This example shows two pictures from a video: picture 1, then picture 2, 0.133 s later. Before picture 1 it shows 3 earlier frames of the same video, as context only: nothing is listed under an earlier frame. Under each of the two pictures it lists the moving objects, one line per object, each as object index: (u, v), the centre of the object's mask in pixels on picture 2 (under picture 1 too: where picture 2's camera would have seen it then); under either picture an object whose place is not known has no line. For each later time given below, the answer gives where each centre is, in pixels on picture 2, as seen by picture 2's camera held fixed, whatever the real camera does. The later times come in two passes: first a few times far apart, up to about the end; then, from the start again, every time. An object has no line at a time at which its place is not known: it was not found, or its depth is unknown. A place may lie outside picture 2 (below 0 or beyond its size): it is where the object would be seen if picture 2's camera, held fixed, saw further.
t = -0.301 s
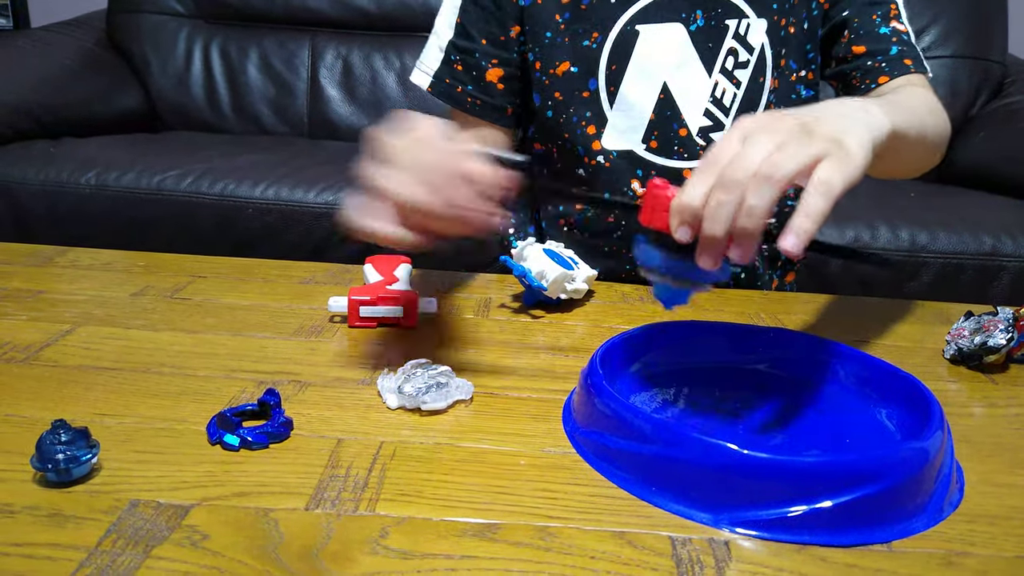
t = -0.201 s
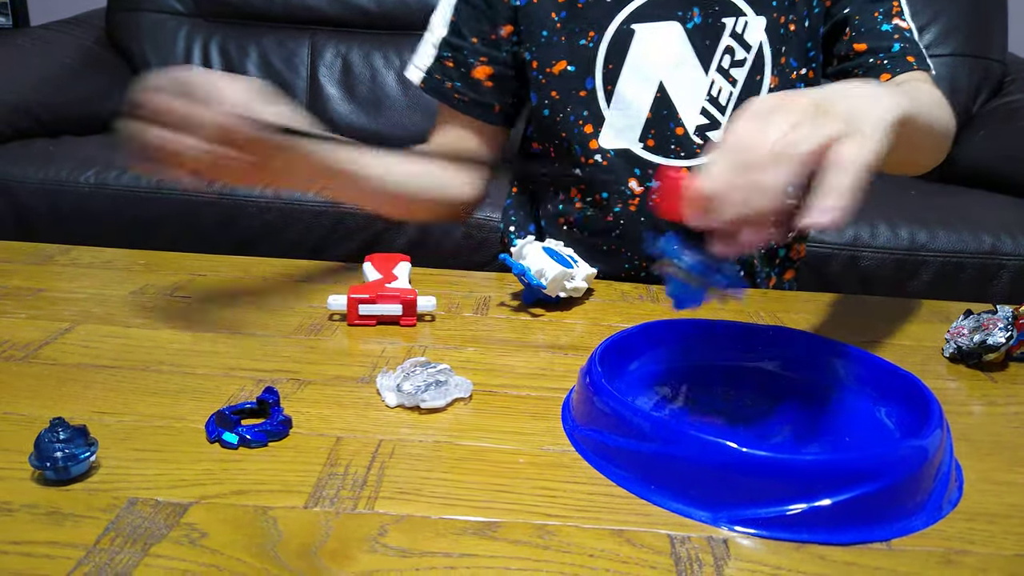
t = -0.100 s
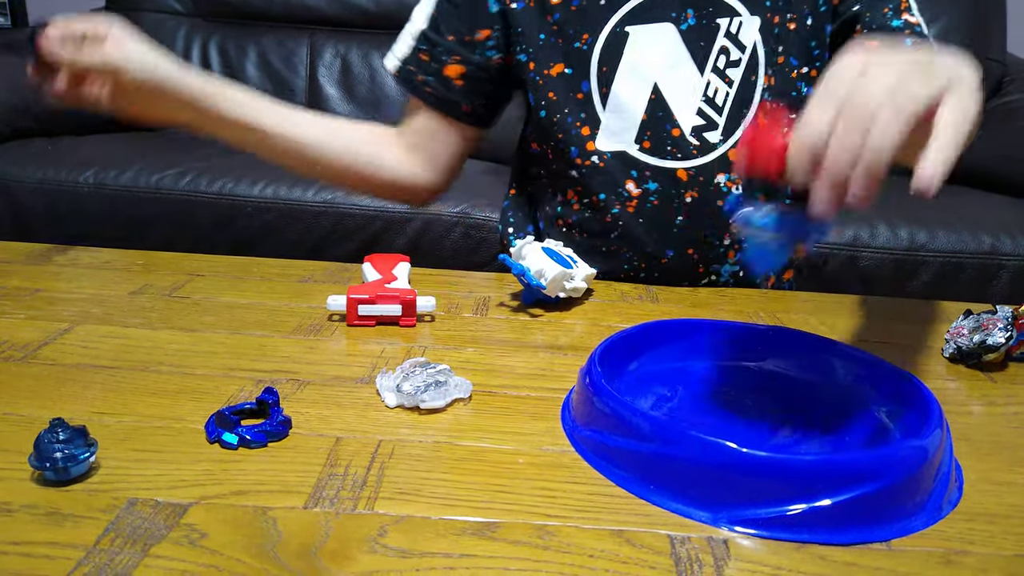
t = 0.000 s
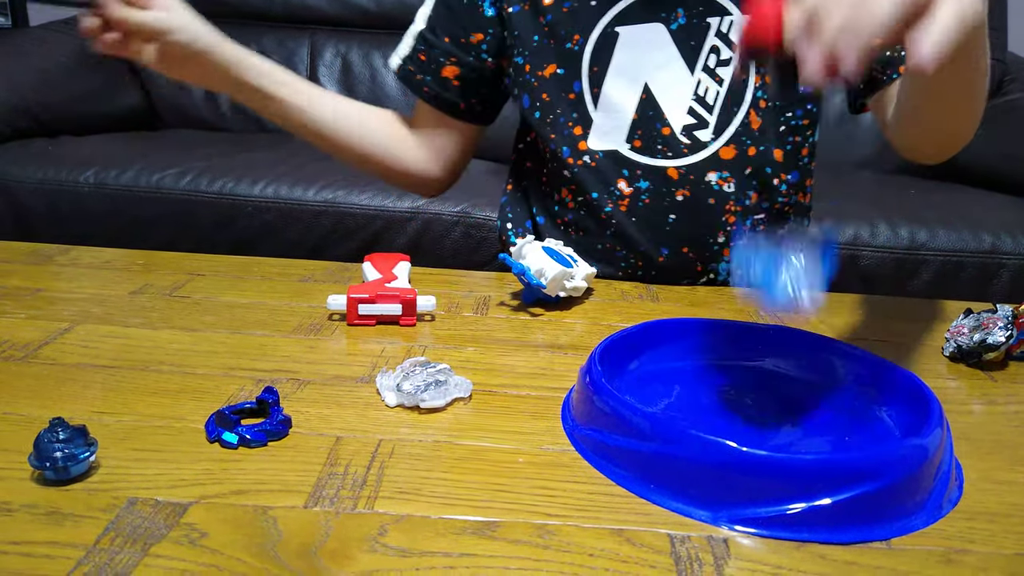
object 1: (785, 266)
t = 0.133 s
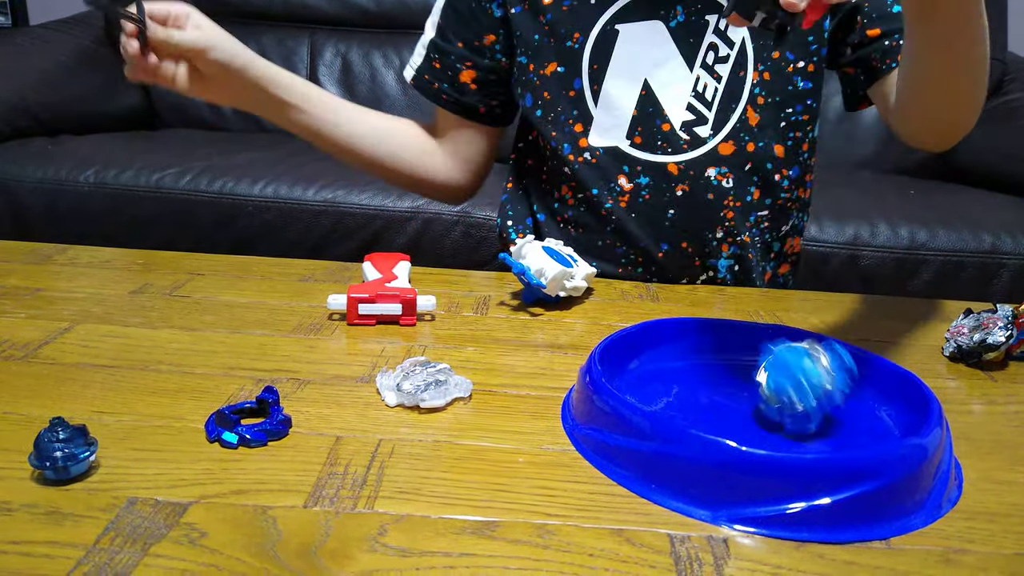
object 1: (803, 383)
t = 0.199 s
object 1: (803, 390)
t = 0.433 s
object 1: (828, 411)
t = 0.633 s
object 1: (815, 402)
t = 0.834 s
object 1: (812, 400)
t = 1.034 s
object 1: (813, 401)
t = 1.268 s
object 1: (812, 401)
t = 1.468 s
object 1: (812, 401)
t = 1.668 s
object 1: (813, 400)
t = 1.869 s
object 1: (812, 400)
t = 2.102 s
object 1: (812, 401)
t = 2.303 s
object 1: (813, 401)
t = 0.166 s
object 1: (802, 385)
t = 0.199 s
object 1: (803, 390)
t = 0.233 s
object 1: (815, 393)
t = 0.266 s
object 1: (820, 401)
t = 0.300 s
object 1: (828, 401)
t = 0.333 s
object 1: (832, 404)
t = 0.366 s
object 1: (836, 405)
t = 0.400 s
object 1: (836, 405)
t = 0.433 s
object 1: (828, 411)
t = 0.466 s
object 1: (828, 411)
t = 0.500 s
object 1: (826, 407)
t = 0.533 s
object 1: (824, 404)
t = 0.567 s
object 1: (821, 402)
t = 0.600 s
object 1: (818, 402)
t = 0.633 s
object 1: (815, 402)
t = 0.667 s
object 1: (814, 401)
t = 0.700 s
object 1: (813, 401)
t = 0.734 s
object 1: (812, 401)
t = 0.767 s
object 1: (812, 401)
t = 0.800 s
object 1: (812, 401)
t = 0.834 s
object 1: (812, 400)
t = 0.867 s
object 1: (812, 400)
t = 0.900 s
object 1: (812, 401)
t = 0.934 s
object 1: (812, 401)
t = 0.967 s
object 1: (812, 401)
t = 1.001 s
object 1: (812, 401)
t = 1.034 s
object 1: (813, 401)
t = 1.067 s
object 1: (813, 401)
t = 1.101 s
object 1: (813, 401)
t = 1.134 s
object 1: (813, 401)
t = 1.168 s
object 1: (813, 401)
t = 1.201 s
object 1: (813, 401)
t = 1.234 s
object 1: (813, 401)
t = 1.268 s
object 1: (812, 401)
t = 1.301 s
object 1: (813, 401)
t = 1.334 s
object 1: (812, 401)
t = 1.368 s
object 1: (813, 401)
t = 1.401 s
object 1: (813, 400)
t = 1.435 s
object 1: (813, 400)
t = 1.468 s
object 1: (812, 401)
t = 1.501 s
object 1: (812, 401)
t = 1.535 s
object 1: (812, 400)
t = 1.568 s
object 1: (813, 400)
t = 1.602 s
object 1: (813, 400)
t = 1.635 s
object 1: (813, 401)
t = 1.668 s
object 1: (813, 400)
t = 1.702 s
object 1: (813, 400)
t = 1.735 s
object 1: (813, 401)
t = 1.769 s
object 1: (813, 400)
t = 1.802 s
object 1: (812, 400)
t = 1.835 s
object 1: (812, 400)
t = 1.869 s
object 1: (812, 400)
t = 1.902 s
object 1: (812, 400)
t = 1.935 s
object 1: (813, 400)
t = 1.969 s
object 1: (812, 400)
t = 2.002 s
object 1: (812, 400)
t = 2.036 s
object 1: (813, 400)
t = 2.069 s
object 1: (813, 400)
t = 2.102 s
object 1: (812, 401)
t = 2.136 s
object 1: (812, 400)
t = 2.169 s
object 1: (813, 400)
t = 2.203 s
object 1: (813, 400)
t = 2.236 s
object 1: (813, 401)
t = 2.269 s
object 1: (813, 400)
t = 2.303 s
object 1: (813, 401)
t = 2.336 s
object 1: (813, 401)
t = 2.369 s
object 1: (813, 401)
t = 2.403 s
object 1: (813, 400)
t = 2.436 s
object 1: (813, 401)
